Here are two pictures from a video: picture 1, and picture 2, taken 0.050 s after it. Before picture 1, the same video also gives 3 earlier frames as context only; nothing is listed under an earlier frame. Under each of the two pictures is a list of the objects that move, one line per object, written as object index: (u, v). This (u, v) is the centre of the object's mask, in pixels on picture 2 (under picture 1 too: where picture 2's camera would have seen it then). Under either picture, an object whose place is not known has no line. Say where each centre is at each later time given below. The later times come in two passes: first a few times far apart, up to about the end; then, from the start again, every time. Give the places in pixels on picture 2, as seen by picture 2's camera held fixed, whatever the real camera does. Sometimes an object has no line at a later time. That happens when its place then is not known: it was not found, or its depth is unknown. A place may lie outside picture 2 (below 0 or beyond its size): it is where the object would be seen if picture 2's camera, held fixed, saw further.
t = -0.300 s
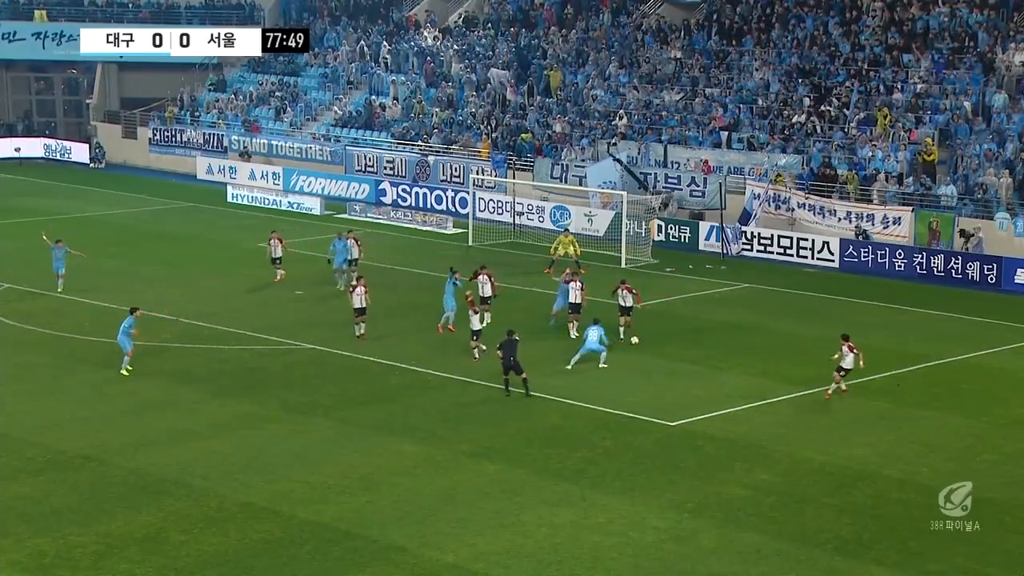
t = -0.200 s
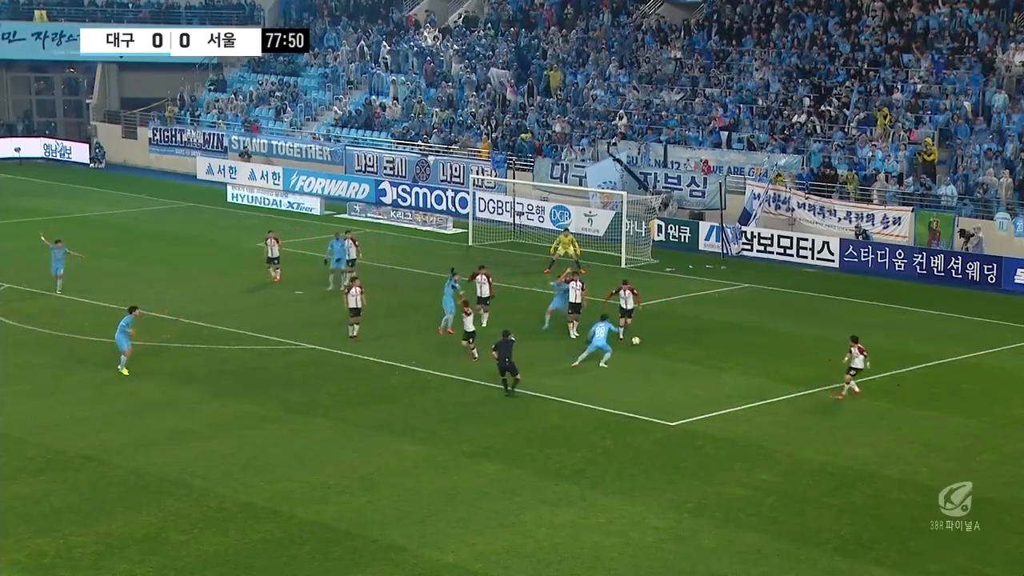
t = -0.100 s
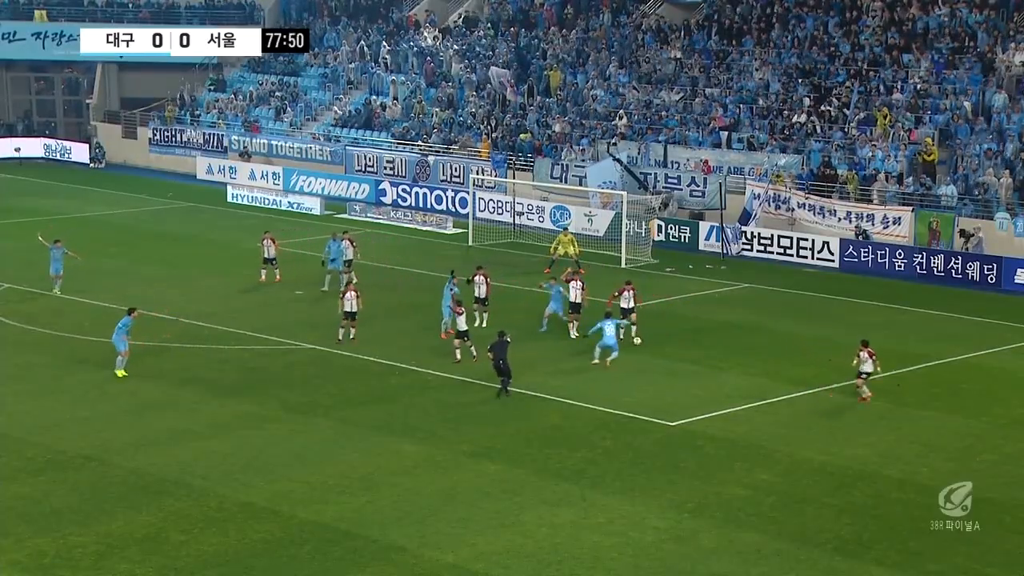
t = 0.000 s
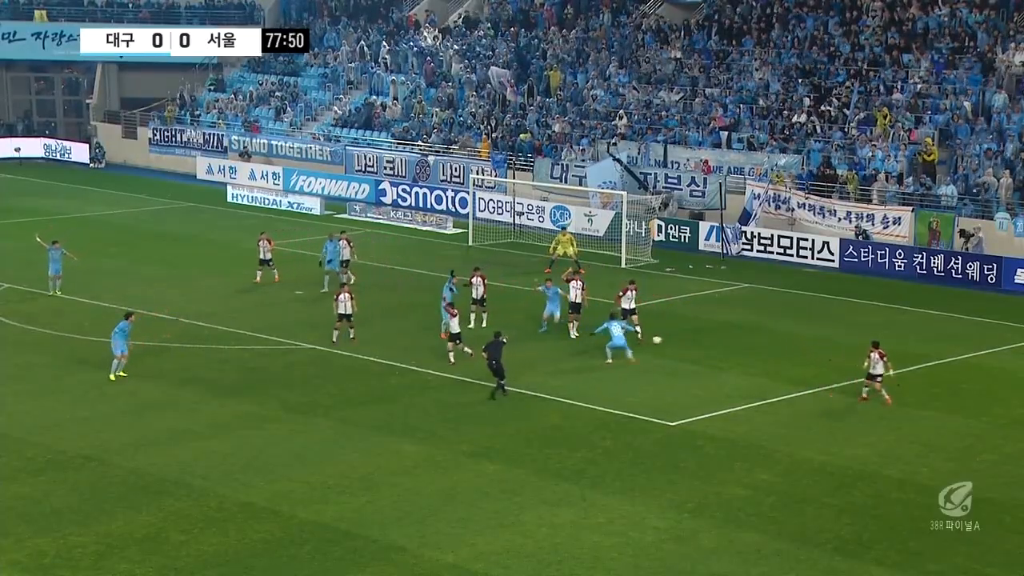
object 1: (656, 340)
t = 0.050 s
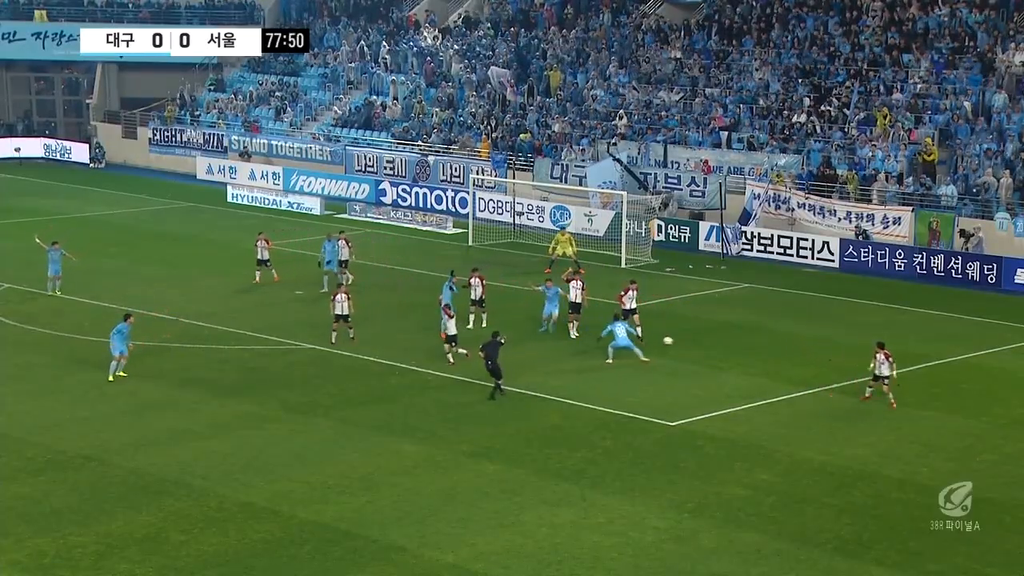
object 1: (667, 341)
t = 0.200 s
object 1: (702, 347)
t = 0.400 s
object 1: (750, 367)
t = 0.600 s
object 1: (797, 377)
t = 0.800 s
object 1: (846, 392)
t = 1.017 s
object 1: (894, 404)
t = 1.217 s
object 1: (937, 415)
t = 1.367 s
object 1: (968, 423)
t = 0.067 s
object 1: (671, 341)
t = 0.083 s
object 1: (675, 341)
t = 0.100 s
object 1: (679, 342)
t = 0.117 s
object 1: (683, 342)
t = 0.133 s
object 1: (687, 343)
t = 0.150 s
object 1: (690, 344)
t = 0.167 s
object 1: (694, 345)
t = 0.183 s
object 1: (698, 346)
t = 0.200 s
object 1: (702, 347)
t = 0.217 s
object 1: (706, 349)
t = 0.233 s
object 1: (710, 350)
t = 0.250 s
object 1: (714, 351)
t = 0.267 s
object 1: (718, 352)
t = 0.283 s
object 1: (722, 354)
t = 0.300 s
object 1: (726, 356)
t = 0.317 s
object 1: (730, 357)
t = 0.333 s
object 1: (734, 359)
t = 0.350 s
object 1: (738, 361)
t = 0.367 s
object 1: (742, 363)
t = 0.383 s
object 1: (746, 365)
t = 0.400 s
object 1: (750, 367)
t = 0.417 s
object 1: (754, 369)
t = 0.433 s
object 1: (758, 372)
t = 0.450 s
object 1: (762, 374)
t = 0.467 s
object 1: (766, 375)
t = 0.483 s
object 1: (770, 375)
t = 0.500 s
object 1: (774, 375)
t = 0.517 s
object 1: (778, 375)
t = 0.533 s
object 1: (782, 375)
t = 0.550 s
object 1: (785, 375)
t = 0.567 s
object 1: (789, 376)
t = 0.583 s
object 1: (793, 376)
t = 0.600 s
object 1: (797, 377)
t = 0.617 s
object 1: (801, 378)
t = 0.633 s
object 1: (805, 379)
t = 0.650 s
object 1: (809, 379)
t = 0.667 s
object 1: (813, 380)
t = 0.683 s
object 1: (817, 381)
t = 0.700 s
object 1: (821, 383)
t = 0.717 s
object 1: (825, 384)
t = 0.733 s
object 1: (828, 385)
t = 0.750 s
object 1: (833, 387)
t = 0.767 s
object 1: (837, 389)
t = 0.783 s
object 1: (841, 391)
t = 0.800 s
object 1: (846, 392)
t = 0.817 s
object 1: (850, 395)
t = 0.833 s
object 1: (854, 397)
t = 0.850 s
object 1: (857, 398)
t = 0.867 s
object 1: (861, 398)
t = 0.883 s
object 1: (865, 399)
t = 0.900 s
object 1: (868, 399)
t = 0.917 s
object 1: (872, 399)
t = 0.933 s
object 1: (876, 400)
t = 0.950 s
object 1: (880, 401)
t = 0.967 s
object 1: (883, 401)
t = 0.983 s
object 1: (887, 402)
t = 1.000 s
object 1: (890, 403)
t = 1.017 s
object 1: (894, 404)
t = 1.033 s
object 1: (898, 406)
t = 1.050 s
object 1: (902, 407)
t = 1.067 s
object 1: (906, 408)
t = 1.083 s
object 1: (909, 410)
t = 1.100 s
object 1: (913, 411)
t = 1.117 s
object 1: (917, 412)
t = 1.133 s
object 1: (920, 412)
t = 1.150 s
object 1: (924, 413)
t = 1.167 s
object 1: (927, 413)
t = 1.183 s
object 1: (930, 413)
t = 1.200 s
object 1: (934, 414)
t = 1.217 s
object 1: (937, 415)
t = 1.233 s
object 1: (941, 416)
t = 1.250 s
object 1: (945, 417)
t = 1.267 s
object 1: (948, 418)
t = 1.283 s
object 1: (952, 419)
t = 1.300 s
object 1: (955, 420)
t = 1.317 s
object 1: (958, 421)
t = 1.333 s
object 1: (962, 422)
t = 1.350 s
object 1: (965, 423)
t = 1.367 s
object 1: (968, 423)
